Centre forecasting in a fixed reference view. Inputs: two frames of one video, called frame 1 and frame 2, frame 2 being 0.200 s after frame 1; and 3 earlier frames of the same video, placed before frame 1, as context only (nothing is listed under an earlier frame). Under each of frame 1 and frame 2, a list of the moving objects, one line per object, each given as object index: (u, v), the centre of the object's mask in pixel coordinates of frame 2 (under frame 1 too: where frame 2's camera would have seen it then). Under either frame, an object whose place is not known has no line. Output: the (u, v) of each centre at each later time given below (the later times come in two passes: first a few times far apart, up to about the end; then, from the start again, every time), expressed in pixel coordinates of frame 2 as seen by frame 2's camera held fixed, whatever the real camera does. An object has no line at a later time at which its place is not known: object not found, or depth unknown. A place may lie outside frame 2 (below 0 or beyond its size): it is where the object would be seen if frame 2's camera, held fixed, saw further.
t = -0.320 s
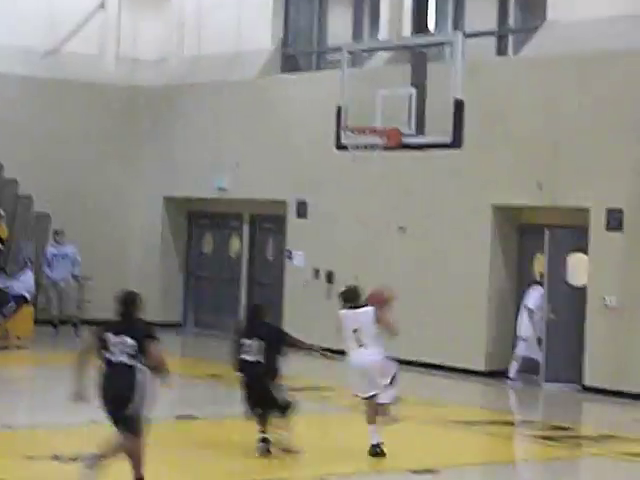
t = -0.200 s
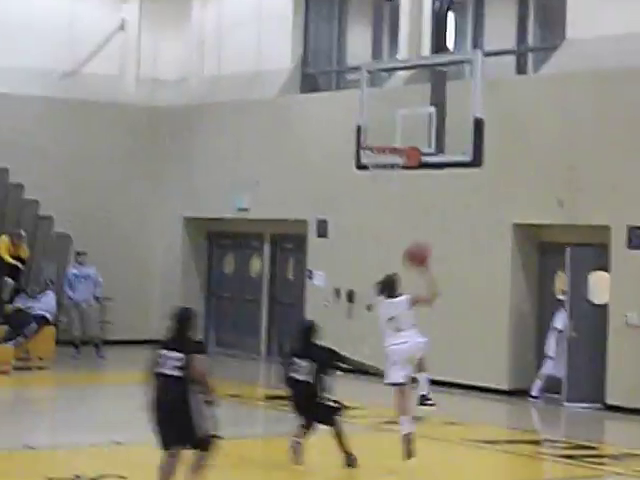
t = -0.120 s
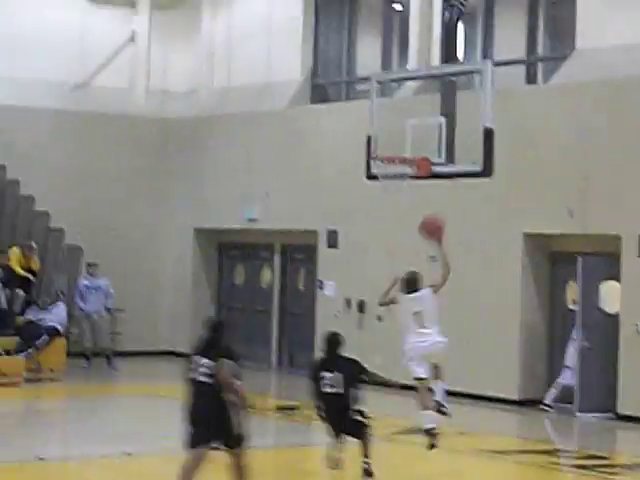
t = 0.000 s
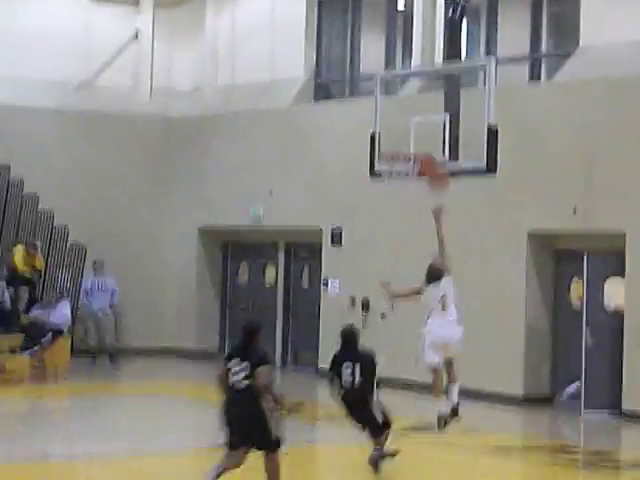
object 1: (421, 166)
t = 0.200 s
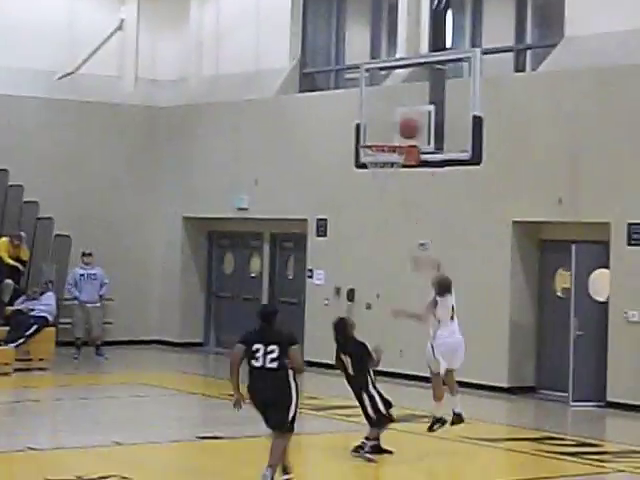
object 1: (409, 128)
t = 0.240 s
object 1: (402, 127)
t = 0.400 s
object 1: (375, 138)
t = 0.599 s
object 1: (395, 160)
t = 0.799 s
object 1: (388, 189)
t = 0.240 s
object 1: (402, 127)
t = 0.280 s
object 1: (395, 127)
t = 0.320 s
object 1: (388, 129)
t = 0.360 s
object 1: (381, 132)
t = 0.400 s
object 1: (375, 138)
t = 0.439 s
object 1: (376, 142)
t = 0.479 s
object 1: (381, 144)
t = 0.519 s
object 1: (386, 148)
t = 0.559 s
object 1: (392, 157)
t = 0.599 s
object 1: (395, 160)
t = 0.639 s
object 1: (395, 164)
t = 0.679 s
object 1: (393, 172)
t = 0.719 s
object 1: (391, 175)
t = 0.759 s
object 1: (390, 181)
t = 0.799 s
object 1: (388, 189)
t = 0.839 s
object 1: (386, 197)
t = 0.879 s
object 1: (384, 208)
